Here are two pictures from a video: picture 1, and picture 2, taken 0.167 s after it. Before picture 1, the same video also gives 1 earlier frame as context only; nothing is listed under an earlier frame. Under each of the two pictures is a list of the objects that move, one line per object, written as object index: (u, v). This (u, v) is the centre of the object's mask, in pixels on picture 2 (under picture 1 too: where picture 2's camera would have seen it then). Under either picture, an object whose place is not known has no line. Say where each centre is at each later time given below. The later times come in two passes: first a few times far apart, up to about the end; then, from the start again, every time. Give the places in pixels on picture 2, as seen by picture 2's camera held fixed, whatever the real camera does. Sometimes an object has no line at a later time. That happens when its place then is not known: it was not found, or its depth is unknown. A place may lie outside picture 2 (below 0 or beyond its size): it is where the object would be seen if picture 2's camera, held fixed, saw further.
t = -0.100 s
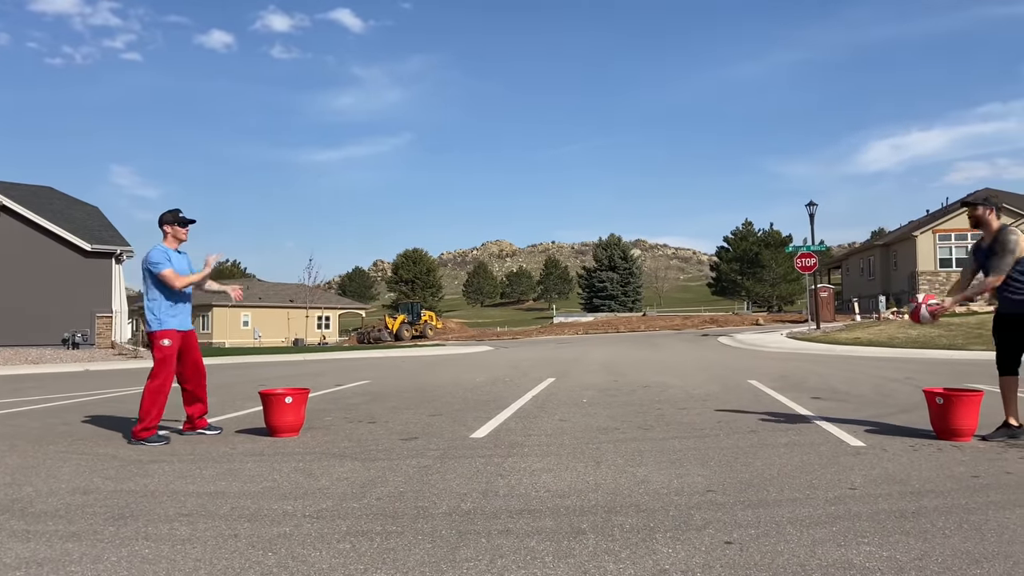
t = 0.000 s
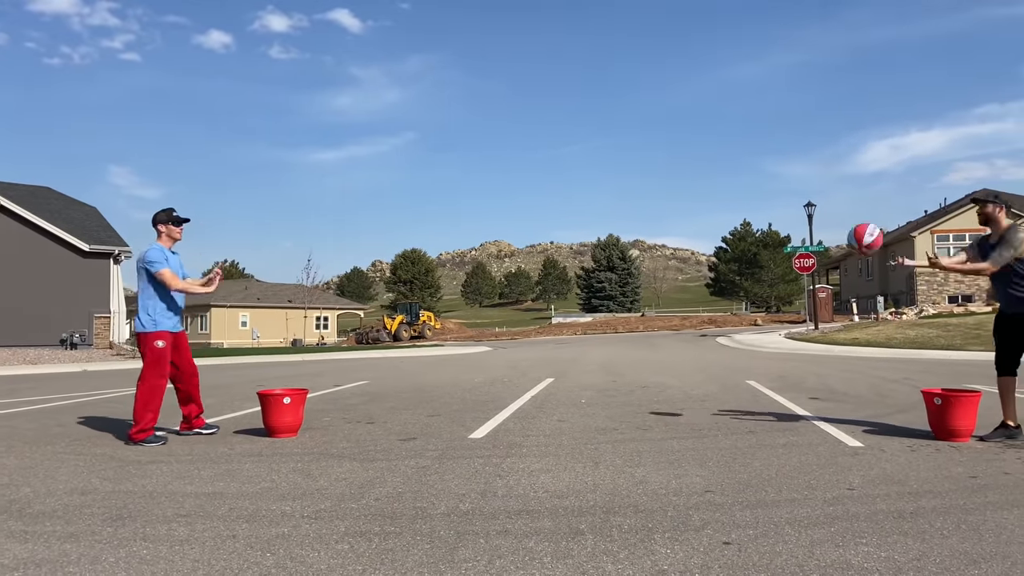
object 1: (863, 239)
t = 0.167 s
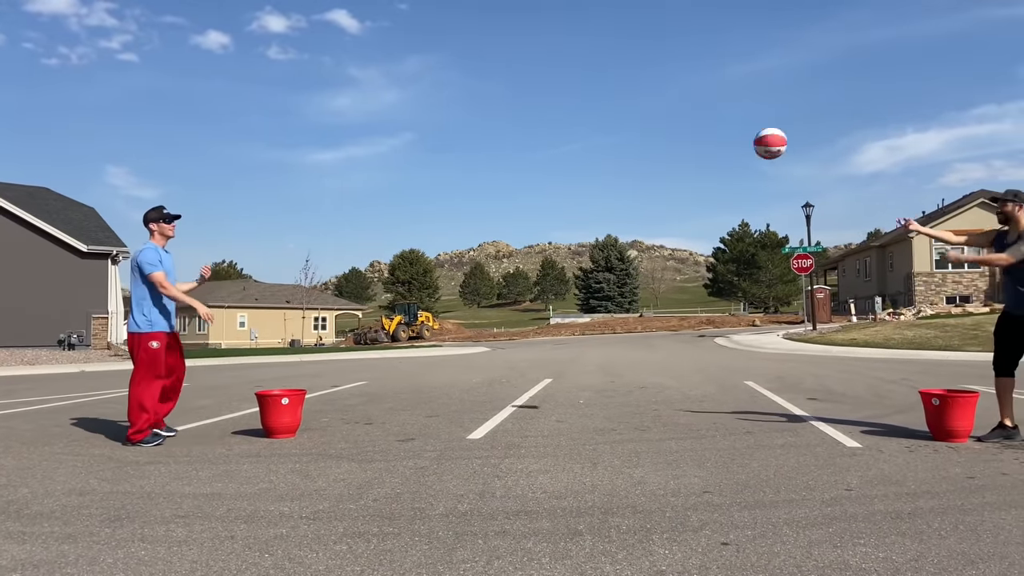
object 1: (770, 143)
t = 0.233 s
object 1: (734, 115)
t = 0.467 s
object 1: (608, 60)
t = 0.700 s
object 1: (484, 76)
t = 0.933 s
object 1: (360, 161)
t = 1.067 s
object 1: (289, 243)
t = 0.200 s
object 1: (752, 128)
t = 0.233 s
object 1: (734, 115)
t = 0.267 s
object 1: (716, 103)
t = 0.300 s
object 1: (698, 92)
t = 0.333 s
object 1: (680, 83)
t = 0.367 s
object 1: (662, 75)
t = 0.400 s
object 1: (644, 68)
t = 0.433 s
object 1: (626, 63)
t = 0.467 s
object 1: (608, 60)
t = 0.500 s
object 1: (590, 58)
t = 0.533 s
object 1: (572, 58)
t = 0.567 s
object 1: (554, 58)
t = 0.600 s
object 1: (537, 61)
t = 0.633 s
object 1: (519, 65)
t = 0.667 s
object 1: (502, 70)
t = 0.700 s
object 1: (484, 76)
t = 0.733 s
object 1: (466, 83)
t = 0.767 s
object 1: (449, 93)
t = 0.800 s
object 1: (431, 103)
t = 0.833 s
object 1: (414, 116)
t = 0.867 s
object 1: (395, 129)
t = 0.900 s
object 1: (378, 144)
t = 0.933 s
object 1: (360, 161)
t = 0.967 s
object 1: (341, 180)
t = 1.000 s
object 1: (324, 199)
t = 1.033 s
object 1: (306, 221)
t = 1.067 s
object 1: (289, 243)
